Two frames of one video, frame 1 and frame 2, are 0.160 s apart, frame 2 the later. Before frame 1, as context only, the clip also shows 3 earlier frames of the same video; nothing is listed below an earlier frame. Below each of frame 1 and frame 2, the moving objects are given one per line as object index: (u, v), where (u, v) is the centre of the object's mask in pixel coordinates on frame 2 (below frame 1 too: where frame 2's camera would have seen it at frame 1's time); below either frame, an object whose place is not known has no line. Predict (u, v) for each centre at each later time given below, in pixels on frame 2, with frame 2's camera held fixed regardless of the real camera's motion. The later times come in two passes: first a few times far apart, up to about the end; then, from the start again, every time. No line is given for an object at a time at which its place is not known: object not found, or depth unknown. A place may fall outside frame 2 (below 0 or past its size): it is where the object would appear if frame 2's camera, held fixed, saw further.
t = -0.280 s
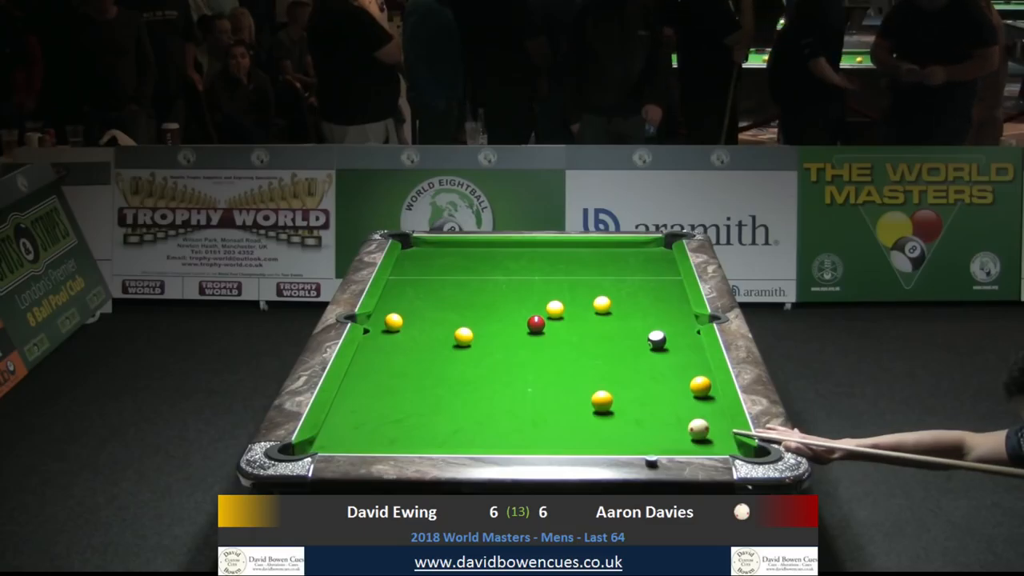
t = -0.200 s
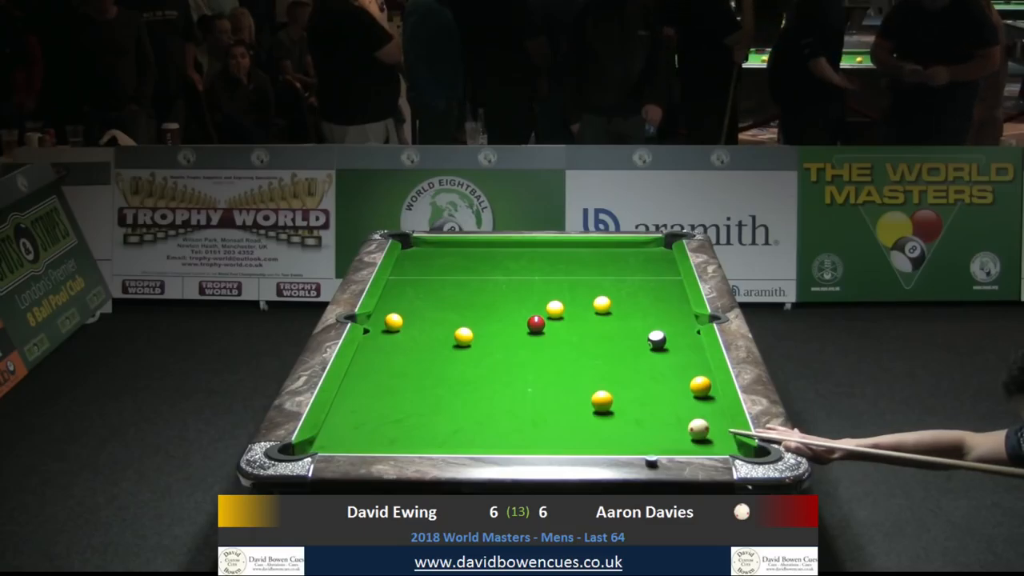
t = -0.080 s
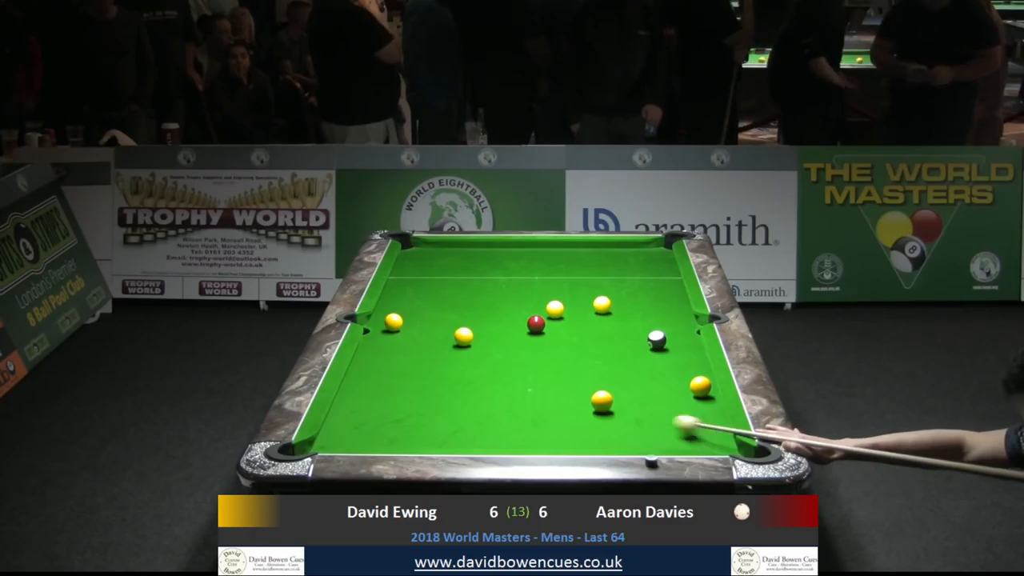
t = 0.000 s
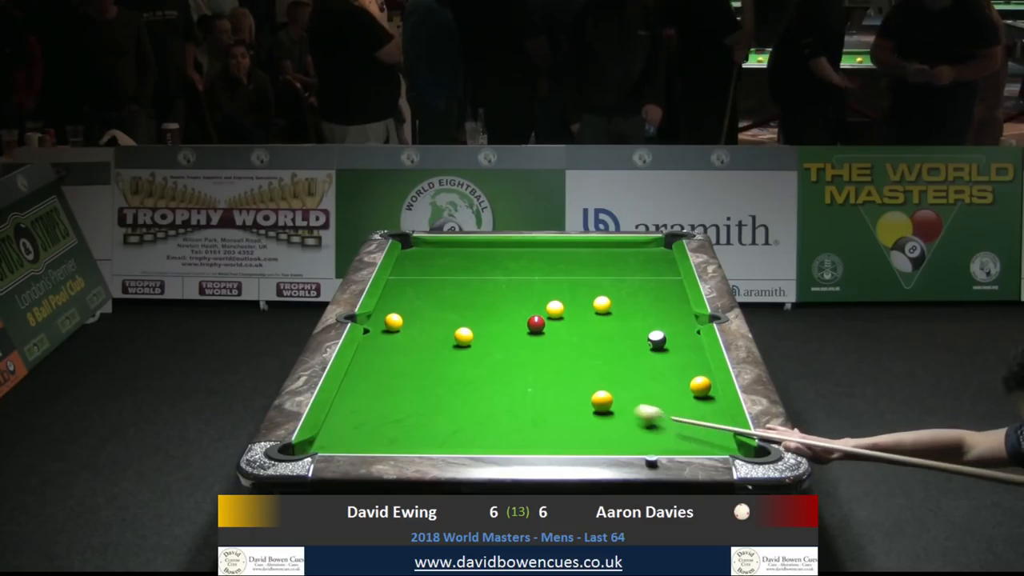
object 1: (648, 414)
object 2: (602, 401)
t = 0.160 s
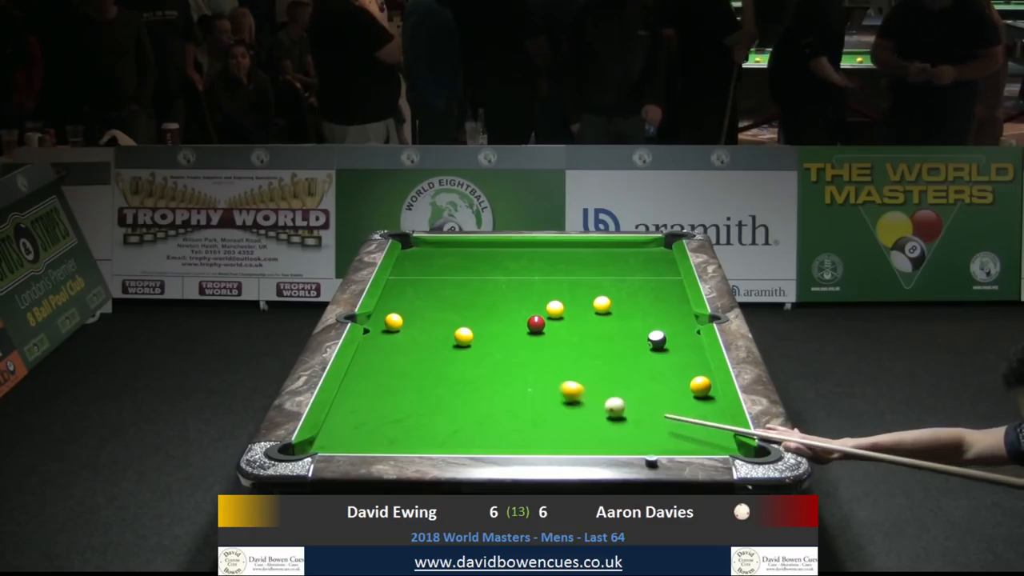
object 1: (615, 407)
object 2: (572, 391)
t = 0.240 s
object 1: (607, 406)
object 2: (552, 384)
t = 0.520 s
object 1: (583, 403)
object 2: (492, 366)
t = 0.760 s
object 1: (565, 400)
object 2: (446, 352)
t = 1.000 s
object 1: (549, 398)
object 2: (404, 339)
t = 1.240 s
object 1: (536, 397)
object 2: (373, 327)
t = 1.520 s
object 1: (522, 395)
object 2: (381, 313)
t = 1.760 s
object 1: (512, 395)
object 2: (407, 308)
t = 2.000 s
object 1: (506, 394)
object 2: (430, 303)
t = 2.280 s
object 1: (500, 394)
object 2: (453, 297)
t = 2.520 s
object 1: (497, 394)
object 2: (472, 293)
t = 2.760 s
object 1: (496, 394)
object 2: (488, 289)
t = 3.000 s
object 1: (496, 394)
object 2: (503, 286)
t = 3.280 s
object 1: (496, 394)
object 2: (518, 282)
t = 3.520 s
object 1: (496, 394)
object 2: (529, 279)
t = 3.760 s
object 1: (496, 394)
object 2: (539, 277)
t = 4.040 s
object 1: (496, 394)
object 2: (550, 275)
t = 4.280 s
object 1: (496, 394)
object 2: (557, 273)
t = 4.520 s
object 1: (496, 394)
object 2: (563, 272)
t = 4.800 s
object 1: (496, 394)
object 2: (568, 271)
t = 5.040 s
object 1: (496, 394)
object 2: (570, 270)
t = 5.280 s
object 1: (496, 394)
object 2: (571, 270)
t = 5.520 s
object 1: (496, 394)
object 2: (571, 270)
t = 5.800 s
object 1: (496, 394)
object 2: (571, 270)
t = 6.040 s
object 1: (496, 394)
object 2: (571, 270)
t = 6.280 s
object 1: (496, 394)
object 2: (571, 270)
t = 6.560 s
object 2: (571, 270)
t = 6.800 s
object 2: (571, 270)
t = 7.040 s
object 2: (571, 270)
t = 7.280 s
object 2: (571, 270)
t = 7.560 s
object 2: (571, 270)
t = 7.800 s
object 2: (571, 270)
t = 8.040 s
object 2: (571, 270)
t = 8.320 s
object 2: (571, 270)
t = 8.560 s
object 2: (571, 270)
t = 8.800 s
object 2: (571, 270)
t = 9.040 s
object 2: (571, 270)
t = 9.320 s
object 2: (571, 270)
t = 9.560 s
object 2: (571, 270)
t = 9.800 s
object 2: (571, 270)
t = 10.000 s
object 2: (571, 270)
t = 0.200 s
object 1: (611, 407)
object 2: (561, 387)
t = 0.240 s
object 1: (607, 406)
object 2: (552, 384)
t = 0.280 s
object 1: (604, 406)
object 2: (543, 382)
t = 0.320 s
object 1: (600, 405)
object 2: (534, 379)
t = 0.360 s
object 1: (596, 404)
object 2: (525, 376)
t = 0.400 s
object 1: (593, 404)
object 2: (516, 374)
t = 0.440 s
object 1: (590, 403)
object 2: (508, 371)
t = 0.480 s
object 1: (587, 403)
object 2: (500, 369)
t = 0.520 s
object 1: (583, 403)
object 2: (492, 366)
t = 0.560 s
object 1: (580, 402)
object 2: (484, 364)
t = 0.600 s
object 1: (577, 402)
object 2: (476, 361)
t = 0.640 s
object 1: (574, 402)
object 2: (468, 359)
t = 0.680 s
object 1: (571, 401)
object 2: (460, 356)
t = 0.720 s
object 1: (568, 400)
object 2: (453, 354)
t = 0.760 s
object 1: (565, 400)
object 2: (446, 352)
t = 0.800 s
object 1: (562, 400)
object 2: (438, 349)
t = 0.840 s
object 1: (560, 399)
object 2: (431, 347)
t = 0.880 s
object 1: (557, 399)
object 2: (424, 345)
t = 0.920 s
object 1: (554, 399)
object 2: (417, 343)
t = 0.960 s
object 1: (552, 399)
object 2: (410, 341)
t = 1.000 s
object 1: (549, 398)
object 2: (404, 339)
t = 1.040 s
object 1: (547, 398)
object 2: (397, 337)
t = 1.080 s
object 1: (544, 398)
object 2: (390, 335)
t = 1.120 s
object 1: (542, 397)
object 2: (384, 333)
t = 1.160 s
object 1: (540, 397)
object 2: (378, 331)
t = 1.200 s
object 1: (538, 397)
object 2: (372, 329)
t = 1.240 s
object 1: (536, 397)
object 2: (373, 327)
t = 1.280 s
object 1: (534, 396)
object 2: (373, 325)
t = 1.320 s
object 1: (531, 396)
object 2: (374, 323)
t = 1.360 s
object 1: (529, 396)
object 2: (374, 321)
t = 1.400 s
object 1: (527, 396)
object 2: (375, 319)
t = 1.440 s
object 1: (526, 396)
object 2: (375, 317)
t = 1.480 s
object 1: (524, 396)
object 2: (377, 315)
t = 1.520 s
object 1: (522, 395)
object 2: (381, 313)
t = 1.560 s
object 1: (520, 395)
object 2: (385, 311)
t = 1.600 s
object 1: (519, 395)
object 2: (390, 309)
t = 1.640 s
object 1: (517, 395)
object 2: (395, 308)
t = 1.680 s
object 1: (515, 395)
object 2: (400, 308)
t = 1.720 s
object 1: (514, 395)
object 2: (403, 309)
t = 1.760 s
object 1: (512, 395)
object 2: (407, 308)
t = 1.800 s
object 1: (511, 395)
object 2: (411, 307)
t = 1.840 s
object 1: (510, 394)
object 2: (415, 306)
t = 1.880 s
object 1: (509, 394)
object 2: (419, 306)
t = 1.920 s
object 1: (508, 394)
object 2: (422, 305)
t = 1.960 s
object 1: (507, 394)
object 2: (426, 304)
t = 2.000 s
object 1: (506, 394)
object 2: (430, 303)
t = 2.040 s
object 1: (504, 394)
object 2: (433, 302)
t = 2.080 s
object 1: (503, 394)
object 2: (437, 301)
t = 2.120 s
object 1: (503, 394)
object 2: (440, 300)
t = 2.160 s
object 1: (502, 394)
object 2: (444, 300)
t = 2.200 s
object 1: (501, 394)
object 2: (447, 299)
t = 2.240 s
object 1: (500, 394)
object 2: (450, 298)
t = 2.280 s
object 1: (500, 394)
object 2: (453, 297)
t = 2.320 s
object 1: (499, 394)
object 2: (457, 297)
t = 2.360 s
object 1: (499, 394)
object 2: (460, 296)
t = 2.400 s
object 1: (498, 394)
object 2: (463, 295)
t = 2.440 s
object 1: (498, 394)
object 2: (466, 294)
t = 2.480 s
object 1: (497, 394)
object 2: (469, 294)
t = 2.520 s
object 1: (497, 394)
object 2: (472, 293)
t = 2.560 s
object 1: (496, 394)
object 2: (475, 292)
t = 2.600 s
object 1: (496, 394)
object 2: (477, 291)
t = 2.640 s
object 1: (496, 394)
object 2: (480, 291)
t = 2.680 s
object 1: (496, 394)
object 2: (483, 290)
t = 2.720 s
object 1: (496, 394)
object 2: (485, 290)
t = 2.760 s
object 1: (496, 394)
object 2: (488, 289)
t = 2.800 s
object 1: (496, 394)
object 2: (491, 288)
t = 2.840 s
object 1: (496, 394)
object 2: (493, 288)
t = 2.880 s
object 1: (496, 394)
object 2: (496, 287)
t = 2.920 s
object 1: (496, 394)
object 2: (498, 287)
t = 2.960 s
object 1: (496, 394)
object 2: (500, 286)
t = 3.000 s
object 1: (496, 394)
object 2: (503, 286)
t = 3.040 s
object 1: (496, 394)
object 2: (505, 285)
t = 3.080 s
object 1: (496, 394)
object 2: (507, 284)
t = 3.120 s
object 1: (496, 394)
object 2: (509, 284)
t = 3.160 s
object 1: (496, 394)
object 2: (512, 283)
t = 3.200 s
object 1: (496, 394)
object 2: (514, 283)
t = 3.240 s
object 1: (496, 394)
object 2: (516, 283)
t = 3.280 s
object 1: (496, 394)
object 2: (518, 282)
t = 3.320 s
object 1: (496, 394)
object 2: (520, 281)
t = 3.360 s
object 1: (496, 394)
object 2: (522, 281)
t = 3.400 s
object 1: (496, 394)
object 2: (524, 281)
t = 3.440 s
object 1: (496, 394)
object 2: (526, 280)
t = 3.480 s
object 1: (496, 394)
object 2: (528, 280)
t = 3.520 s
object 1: (496, 394)
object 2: (529, 279)
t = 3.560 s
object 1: (496, 394)
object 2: (531, 279)
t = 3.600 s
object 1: (496, 394)
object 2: (533, 278)
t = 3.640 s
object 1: (496, 394)
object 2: (535, 278)
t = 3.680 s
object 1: (496, 394)
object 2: (536, 278)
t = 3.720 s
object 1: (496, 394)
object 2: (538, 277)
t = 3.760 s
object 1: (496, 394)
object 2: (539, 277)
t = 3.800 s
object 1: (496, 394)
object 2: (541, 277)
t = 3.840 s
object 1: (496, 394)
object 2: (543, 276)
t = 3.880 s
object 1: (496, 394)
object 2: (544, 276)
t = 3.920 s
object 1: (496, 394)
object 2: (545, 276)
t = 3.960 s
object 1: (496, 394)
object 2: (547, 276)
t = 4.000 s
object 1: (496, 394)
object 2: (548, 275)
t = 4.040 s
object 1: (496, 394)
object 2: (550, 275)
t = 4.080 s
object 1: (496, 394)
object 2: (551, 275)
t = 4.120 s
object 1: (496, 394)
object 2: (552, 275)
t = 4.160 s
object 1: (496, 394)
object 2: (553, 274)
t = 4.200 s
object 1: (496, 394)
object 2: (555, 274)
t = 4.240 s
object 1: (496, 394)
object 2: (556, 273)
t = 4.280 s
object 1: (496, 394)
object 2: (557, 273)
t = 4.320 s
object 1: (496, 394)
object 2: (558, 273)
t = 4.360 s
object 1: (496, 394)
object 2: (559, 273)
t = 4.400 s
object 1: (496, 394)
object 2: (560, 273)
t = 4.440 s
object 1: (496, 394)
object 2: (561, 272)
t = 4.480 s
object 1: (496, 394)
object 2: (562, 272)
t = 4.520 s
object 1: (496, 394)
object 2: (563, 272)
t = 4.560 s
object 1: (496, 394)
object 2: (563, 272)
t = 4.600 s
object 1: (496, 394)
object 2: (564, 272)
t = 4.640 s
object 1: (496, 394)
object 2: (565, 272)
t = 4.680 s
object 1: (496, 394)
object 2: (566, 271)
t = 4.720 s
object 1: (496, 394)
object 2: (566, 271)
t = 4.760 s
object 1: (496, 394)
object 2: (567, 271)
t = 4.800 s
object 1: (496, 394)
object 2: (568, 271)
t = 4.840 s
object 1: (496, 394)
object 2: (568, 271)
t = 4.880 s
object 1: (496, 394)
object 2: (568, 271)
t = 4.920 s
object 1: (496, 394)
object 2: (569, 271)
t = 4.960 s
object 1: (496, 394)
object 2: (569, 271)
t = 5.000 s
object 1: (496, 394)
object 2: (570, 270)
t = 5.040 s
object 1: (496, 394)
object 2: (570, 270)
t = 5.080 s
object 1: (496, 394)
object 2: (570, 270)
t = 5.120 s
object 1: (496, 394)
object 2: (571, 270)
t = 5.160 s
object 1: (496, 394)
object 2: (571, 270)
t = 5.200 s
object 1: (496, 394)
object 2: (571, 270)
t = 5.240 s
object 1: (496, 394)
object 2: (571, 270)
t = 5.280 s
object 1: (496, 394)
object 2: (571, 270)
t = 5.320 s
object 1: (496, 394)
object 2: (571, 270)
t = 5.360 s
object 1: (496, 394)
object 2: (571, 270)
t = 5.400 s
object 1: (496, 394)
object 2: (571, 270)
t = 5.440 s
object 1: (496, 394)
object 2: (571, 270)
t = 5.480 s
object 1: (496, 394)
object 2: (571, 270)
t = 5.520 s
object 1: (496, 394)
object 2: (571, 270)
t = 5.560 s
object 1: (496, 394)
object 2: (571, 270)
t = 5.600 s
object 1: (496, 394)
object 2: (571, 270)
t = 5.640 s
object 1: (496, 394)
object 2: (571, 270)
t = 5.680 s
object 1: (496, 394)
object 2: (571, 270)
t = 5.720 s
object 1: (496, 394)
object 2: (571, 270)
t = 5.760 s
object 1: (496, 394)
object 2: (571, 270)
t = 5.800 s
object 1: (496, 394)
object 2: (571, 270)
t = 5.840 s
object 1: (496, 394)
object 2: (571, 270)
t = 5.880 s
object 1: (496, 394)
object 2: (571, 270)
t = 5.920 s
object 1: (496, 394)
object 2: (571, 270)
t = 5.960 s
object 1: (496, 394)
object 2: (571, 270)
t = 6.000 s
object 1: (496, 394)
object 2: (571, 270)
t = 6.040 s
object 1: (496, 394)
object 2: (571, 270)
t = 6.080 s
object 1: (496, 394)
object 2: (571, 270)
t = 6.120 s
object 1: (496, 394)
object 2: (571, 270)
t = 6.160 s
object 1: (496, 394)
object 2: (571, 270)
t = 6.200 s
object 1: (496, 394)
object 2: (571, 270)
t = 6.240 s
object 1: (496, 394)
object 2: (571, 270)
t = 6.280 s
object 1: (496, 394)
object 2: (571, 270)
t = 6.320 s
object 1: (496, 394)
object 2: (571, 270)
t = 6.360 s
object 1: (496, 394)
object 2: (571, 270)
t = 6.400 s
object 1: (496, 394)
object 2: (571, 270)
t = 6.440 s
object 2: (571, 270)
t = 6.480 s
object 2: (571, 270)
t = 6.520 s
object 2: (571, 270)
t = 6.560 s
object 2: (571, 270)
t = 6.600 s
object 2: (571, 270)
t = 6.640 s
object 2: (571, 270)
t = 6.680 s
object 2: (571, 270)
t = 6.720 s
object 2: (571, 270)
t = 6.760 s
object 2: (571, 270)
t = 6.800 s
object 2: (571, 270)
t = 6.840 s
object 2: (571, 270)
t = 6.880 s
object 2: (571, 270)
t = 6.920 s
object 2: (571, 270)
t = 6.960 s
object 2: (571, 270)
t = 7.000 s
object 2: (571, 270)
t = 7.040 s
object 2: (571, 270)
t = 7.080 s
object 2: (571, 270)
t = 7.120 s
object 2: (571, 270)
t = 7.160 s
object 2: (571, 270)
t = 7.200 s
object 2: (571, 270)
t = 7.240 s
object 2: (571, 270)
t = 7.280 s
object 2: (571, 270)
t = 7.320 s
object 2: (571, 270)
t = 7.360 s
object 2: (571, 270)
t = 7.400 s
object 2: (571, 270)
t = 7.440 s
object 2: (571, 270)
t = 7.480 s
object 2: (571, 270)
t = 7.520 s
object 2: (571, 270)
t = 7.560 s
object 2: (571, 270)
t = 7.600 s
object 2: (571, 270)
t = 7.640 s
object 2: (571, 270)
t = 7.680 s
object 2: (571, 270)
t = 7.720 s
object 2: (571, 270)
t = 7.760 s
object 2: (571, 270)
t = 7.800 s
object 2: (571, 270)
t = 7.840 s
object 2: (571, 270)
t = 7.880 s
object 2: (571, 270)
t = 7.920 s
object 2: (571, 270)
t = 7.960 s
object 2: (571, 270)
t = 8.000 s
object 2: (571, 270)
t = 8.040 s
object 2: (571, 270)
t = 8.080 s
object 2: (571, 270)
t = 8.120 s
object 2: (571, 270)
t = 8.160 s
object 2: (571, 270)
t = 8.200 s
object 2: (571, 270)
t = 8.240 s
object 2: (571, 270)
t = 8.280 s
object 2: (571, 270)
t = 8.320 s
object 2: (571, 270)
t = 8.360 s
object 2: (571, 270)
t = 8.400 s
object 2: (571, 270)
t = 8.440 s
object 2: (571, 270)
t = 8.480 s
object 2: (571, 270)
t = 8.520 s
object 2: (571, 270)
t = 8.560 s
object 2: (571, 270)
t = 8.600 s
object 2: (571, 270)
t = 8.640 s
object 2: (571, 270)
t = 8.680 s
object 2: (571, 270)
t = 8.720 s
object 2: (571, 270)
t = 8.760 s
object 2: (571, 270)
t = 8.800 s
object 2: (571, 270)
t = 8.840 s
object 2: (571, 270)
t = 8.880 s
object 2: (571, 270)
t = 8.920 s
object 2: (571, 270)
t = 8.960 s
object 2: (571, 270)
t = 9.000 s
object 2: (571, 270)
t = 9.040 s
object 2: (571, 270)
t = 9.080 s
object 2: (571, 270)
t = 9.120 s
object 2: (571, 270)
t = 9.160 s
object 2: (571, 270)
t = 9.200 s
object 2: (571, 270)
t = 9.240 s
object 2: (571, 270)
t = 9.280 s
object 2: (571, 270)
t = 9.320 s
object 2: (571, 270)
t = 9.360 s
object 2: (571, 270)
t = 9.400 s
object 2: (571, 270)
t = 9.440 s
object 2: (571, 270)
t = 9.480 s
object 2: (571, 270)
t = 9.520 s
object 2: (571, 270)
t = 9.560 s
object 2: (571, 270)
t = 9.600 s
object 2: (571, 270)
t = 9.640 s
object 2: (571, 270)
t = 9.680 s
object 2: (571, 270)
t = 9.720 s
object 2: (571, 270)
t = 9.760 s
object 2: (571, 270)
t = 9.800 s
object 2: (571, 270)
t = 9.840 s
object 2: (571, 270)
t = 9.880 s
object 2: (571, 270)
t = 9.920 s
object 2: (571, 270)
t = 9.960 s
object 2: (571, 270)
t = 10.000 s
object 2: (571, 270)
